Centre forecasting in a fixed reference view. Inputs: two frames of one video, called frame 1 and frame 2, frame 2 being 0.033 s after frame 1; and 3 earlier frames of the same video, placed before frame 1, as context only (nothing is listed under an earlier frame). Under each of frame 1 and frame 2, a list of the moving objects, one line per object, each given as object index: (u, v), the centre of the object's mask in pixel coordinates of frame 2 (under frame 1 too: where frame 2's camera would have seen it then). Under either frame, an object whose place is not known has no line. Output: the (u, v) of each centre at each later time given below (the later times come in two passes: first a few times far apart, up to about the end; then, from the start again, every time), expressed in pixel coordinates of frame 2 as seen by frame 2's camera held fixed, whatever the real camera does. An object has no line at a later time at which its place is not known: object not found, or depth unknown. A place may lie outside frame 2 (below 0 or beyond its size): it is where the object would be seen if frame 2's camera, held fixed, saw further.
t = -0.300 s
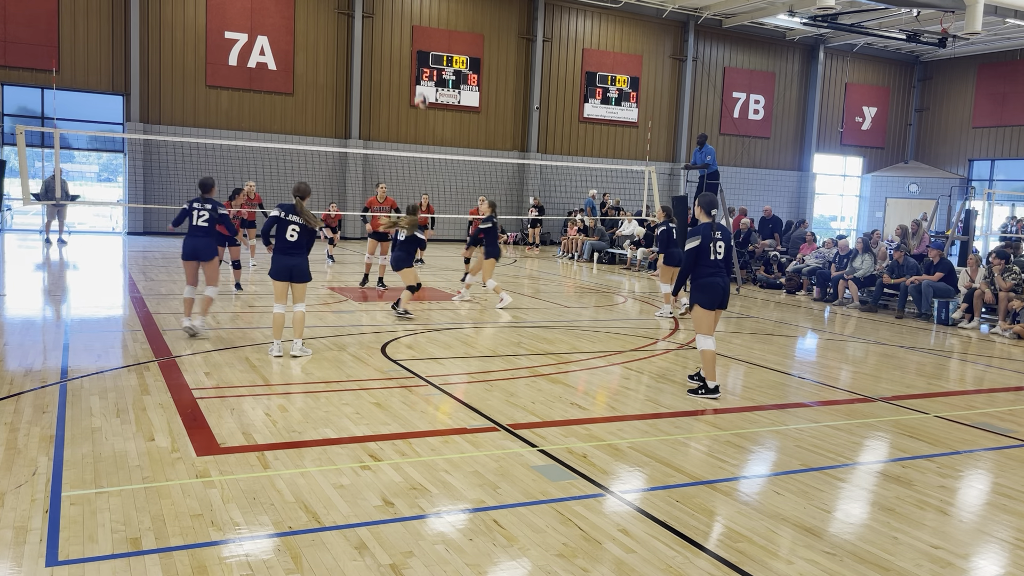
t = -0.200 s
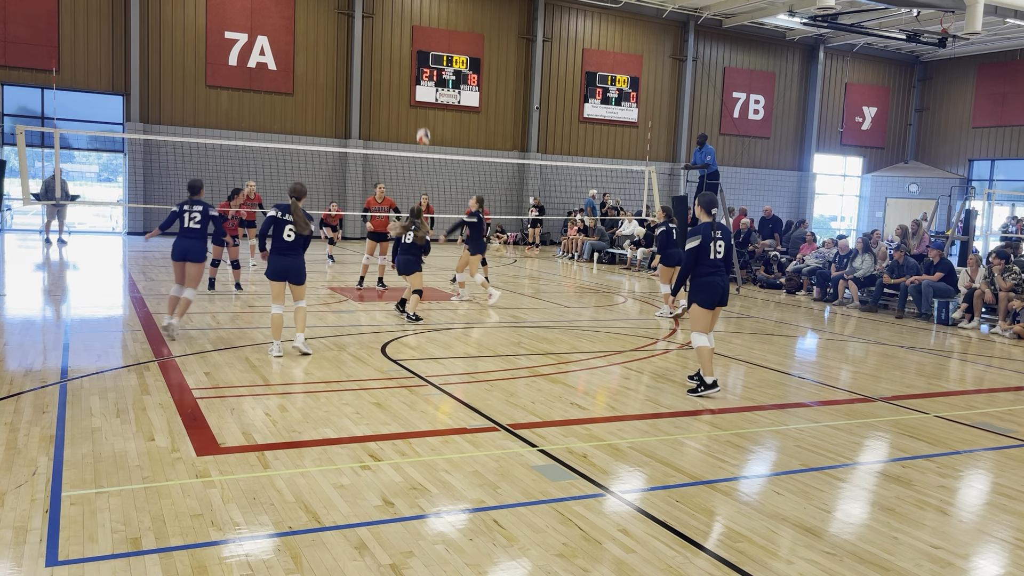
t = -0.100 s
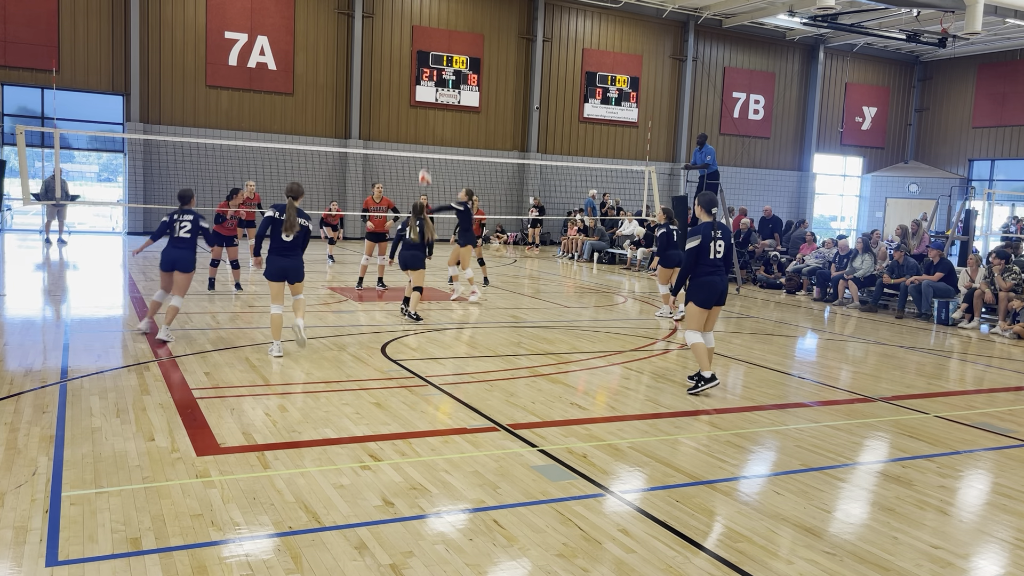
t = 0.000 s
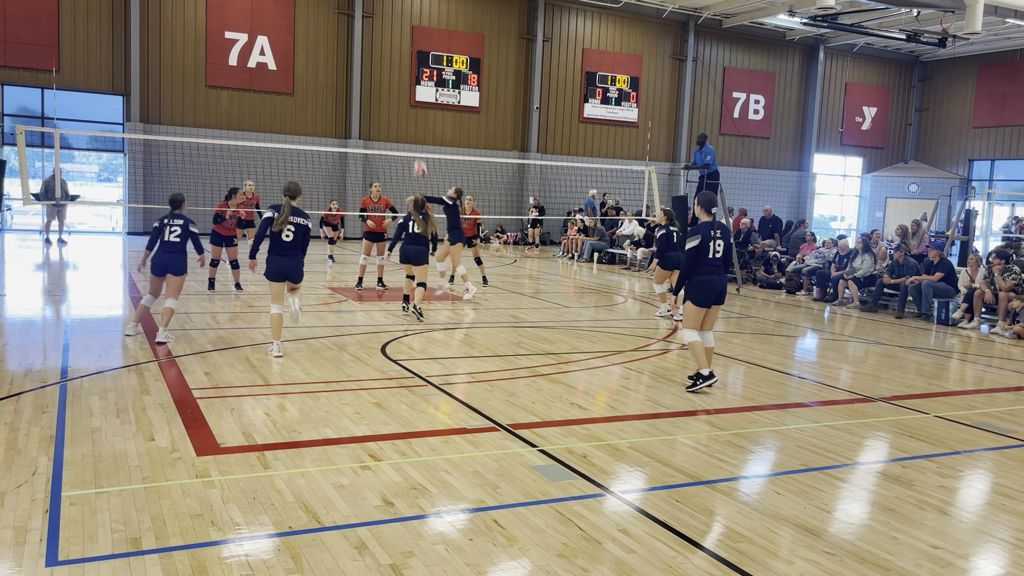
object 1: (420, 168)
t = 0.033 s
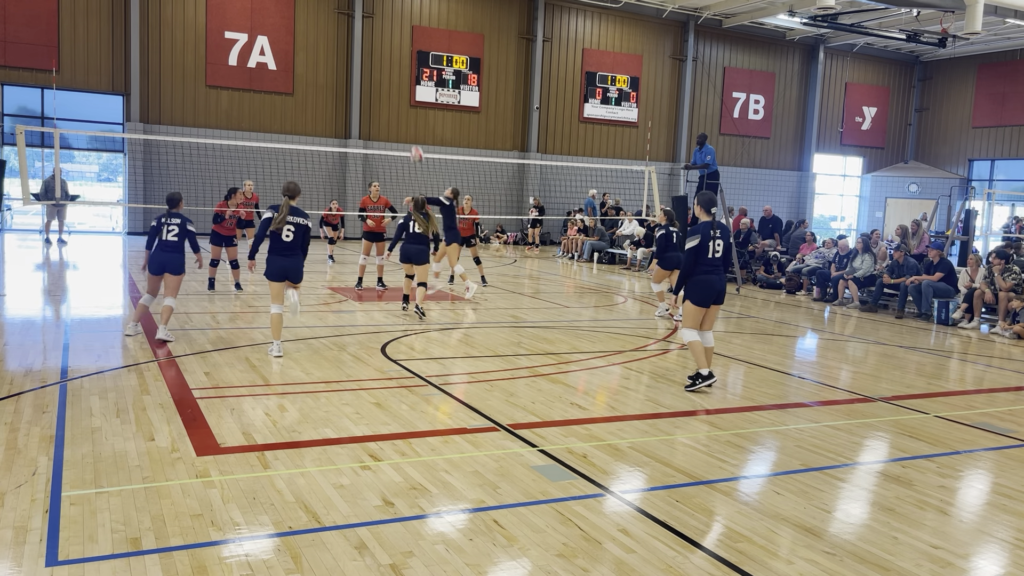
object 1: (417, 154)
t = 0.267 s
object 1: (396, 78)
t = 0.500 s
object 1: (376, 41)
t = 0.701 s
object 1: (358, 37)
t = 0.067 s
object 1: (414, 141)
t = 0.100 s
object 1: (411, 129)
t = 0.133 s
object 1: (408, 117)
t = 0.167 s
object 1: (405, 106)
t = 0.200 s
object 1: (402, 96)
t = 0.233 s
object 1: (399, 87)
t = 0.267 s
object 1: (396, 78)
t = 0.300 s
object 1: (393, 70)
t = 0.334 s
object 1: (390, 63)
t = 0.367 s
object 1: (387, 57)
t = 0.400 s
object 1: (384, 52)
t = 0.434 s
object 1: (382, 47)
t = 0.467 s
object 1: (379, 44)
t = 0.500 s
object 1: (376, 41)
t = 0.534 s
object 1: (373, 38)
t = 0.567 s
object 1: (370, 36)
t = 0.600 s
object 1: (367, 36)
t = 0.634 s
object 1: (364, 36)
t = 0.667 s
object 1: (361, 36)
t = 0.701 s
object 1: (358, 37)
